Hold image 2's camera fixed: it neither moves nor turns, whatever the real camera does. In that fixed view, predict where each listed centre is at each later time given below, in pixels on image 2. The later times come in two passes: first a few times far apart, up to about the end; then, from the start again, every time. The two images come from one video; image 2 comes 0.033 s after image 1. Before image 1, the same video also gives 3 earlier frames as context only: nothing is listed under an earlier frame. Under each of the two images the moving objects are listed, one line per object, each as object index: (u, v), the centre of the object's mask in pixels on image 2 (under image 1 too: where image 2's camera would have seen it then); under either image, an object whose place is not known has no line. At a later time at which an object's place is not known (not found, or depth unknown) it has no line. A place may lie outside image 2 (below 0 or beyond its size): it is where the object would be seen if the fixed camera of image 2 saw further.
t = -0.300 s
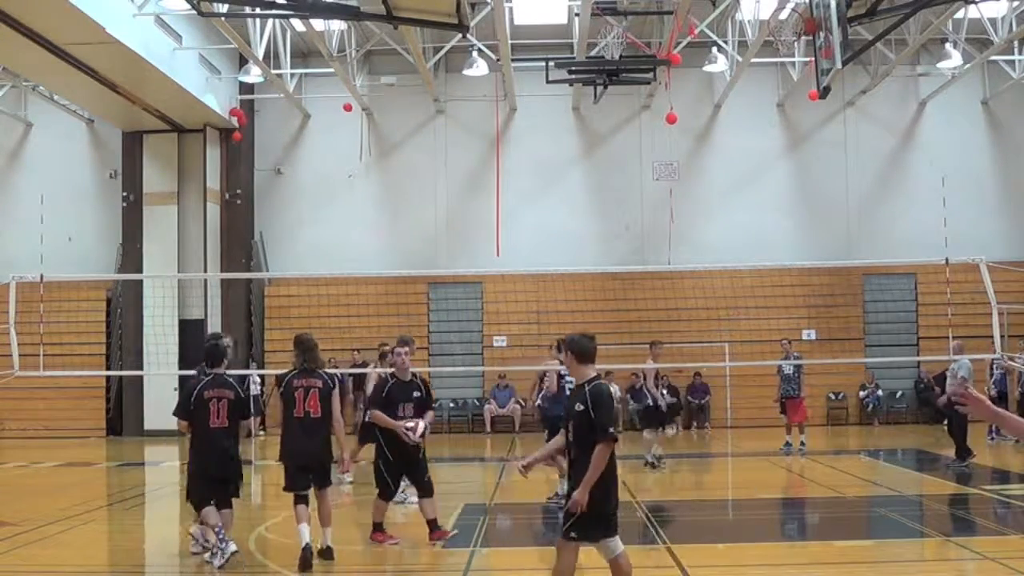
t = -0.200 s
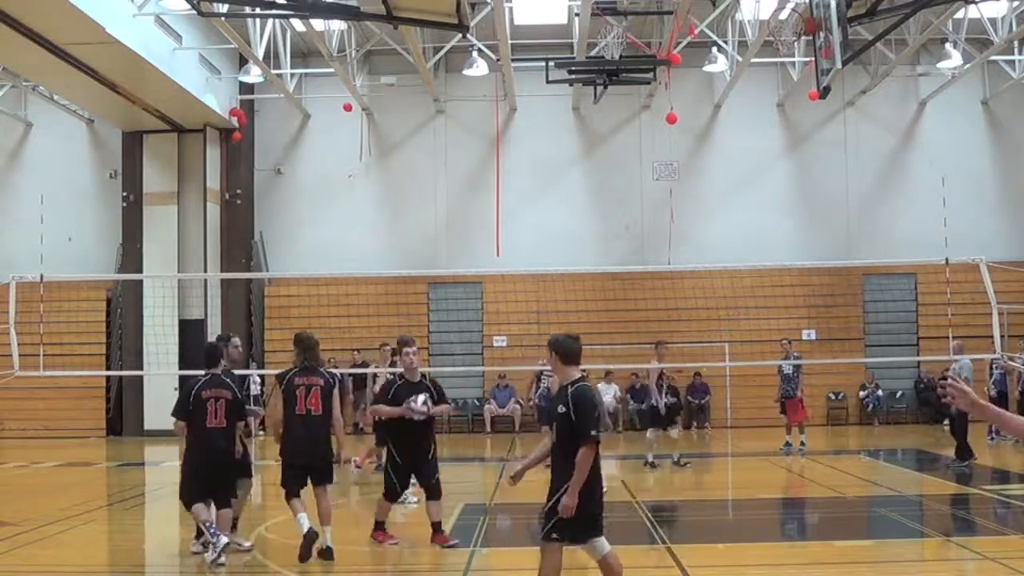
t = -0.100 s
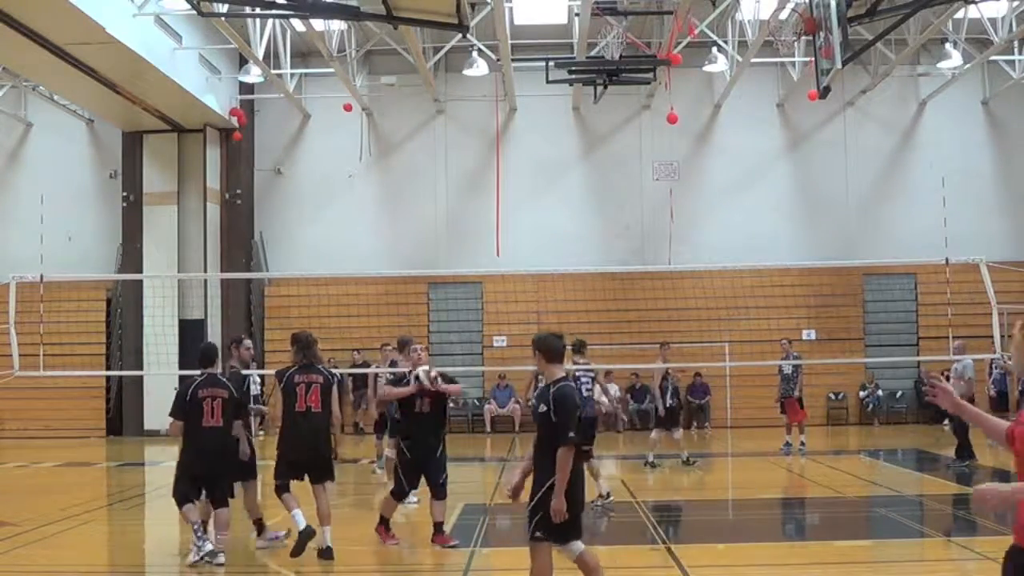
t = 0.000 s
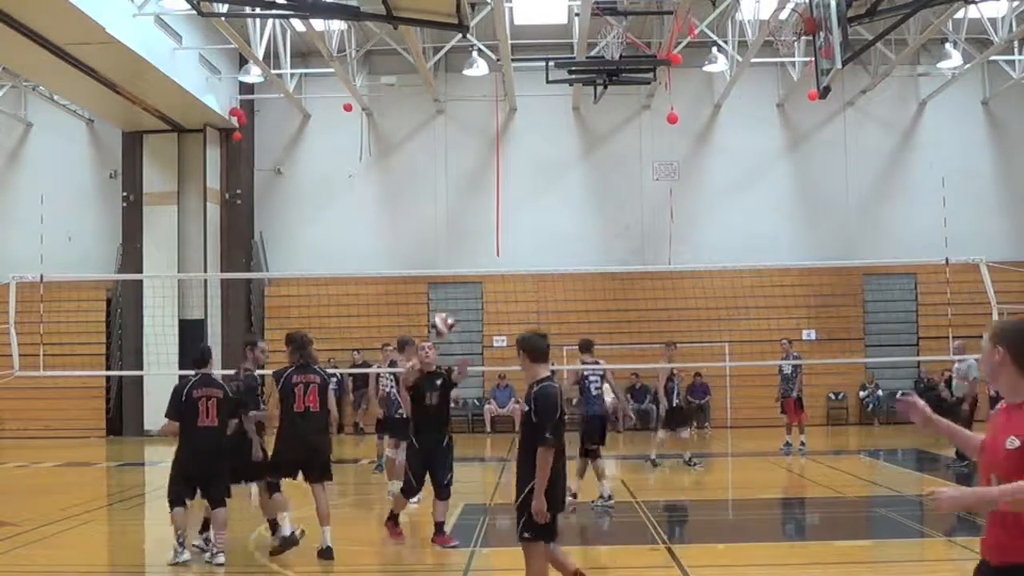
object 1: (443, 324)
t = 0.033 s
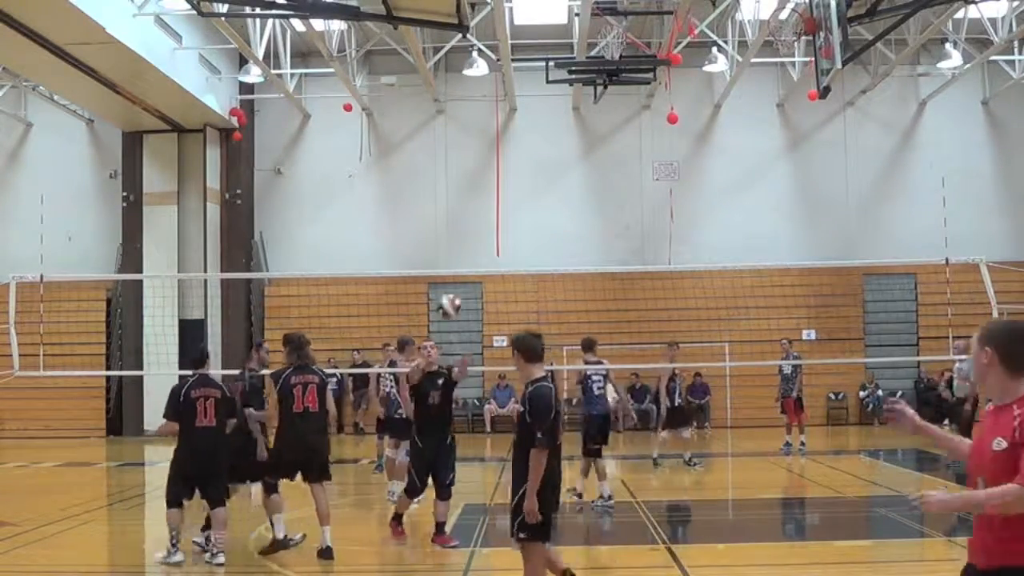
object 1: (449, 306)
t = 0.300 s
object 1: (530, 189)
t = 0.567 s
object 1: (652, 139)
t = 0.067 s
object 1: (457, 287)
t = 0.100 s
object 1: (467, 271)
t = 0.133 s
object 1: (476, 256)
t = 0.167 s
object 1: (485, 243)
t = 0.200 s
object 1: (495, 226)
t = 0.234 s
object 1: (505, 215)
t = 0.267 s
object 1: (518, 200)
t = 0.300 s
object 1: (530, 189)
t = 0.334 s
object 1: (543, 177)
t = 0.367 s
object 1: (556, 167)
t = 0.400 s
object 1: (570, 158)
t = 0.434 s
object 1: (584, 151)
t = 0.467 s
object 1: (600, 145)
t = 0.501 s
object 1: (616, 141)
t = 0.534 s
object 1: (634, 139)
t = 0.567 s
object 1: (652, 139)
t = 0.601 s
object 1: (672, 142)
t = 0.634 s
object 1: (693, 147)
